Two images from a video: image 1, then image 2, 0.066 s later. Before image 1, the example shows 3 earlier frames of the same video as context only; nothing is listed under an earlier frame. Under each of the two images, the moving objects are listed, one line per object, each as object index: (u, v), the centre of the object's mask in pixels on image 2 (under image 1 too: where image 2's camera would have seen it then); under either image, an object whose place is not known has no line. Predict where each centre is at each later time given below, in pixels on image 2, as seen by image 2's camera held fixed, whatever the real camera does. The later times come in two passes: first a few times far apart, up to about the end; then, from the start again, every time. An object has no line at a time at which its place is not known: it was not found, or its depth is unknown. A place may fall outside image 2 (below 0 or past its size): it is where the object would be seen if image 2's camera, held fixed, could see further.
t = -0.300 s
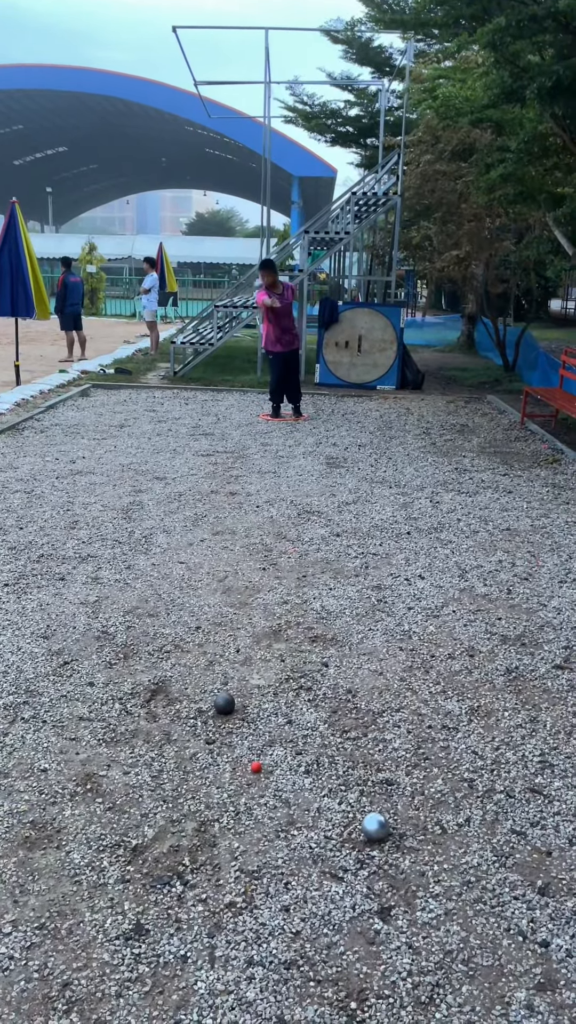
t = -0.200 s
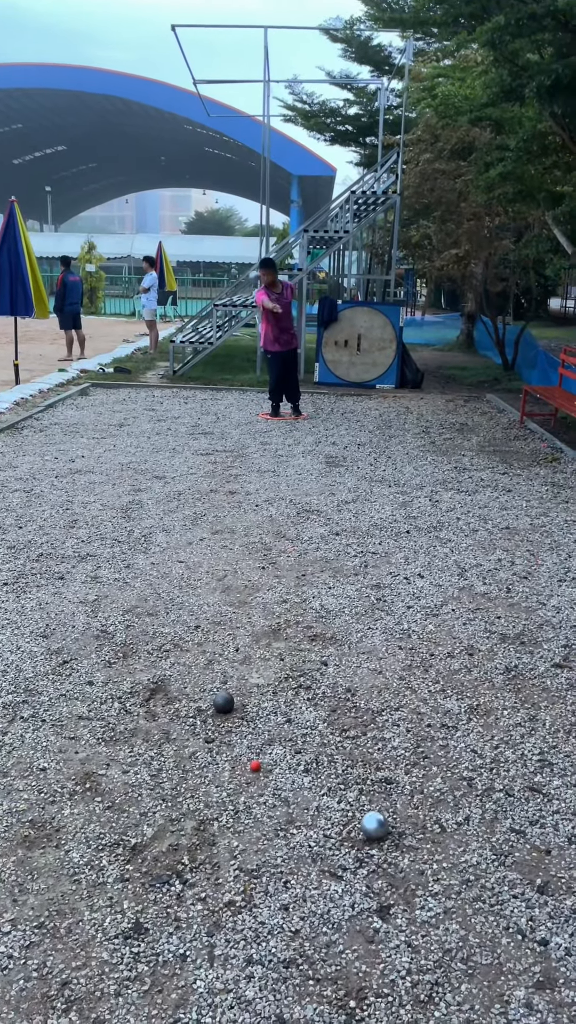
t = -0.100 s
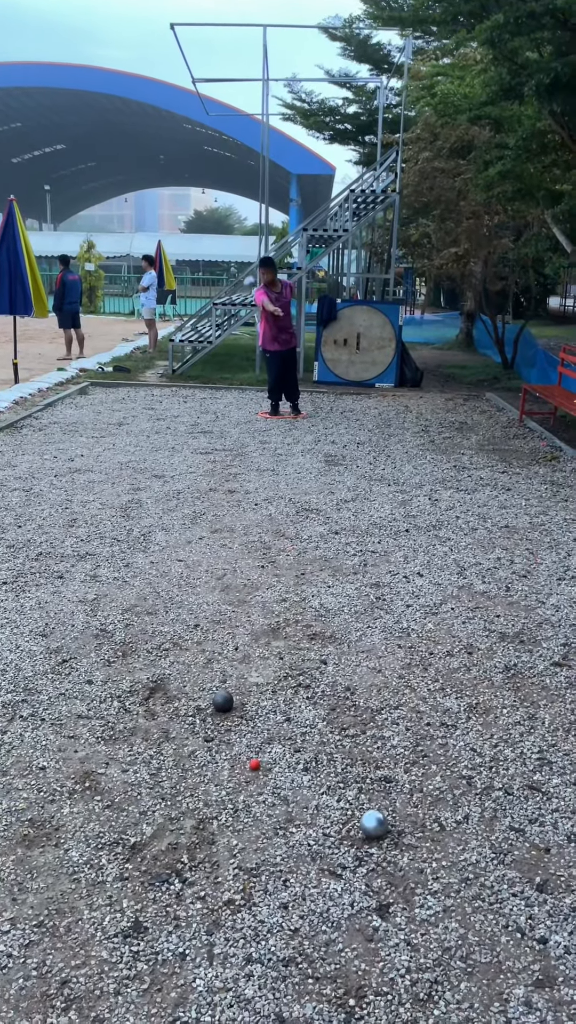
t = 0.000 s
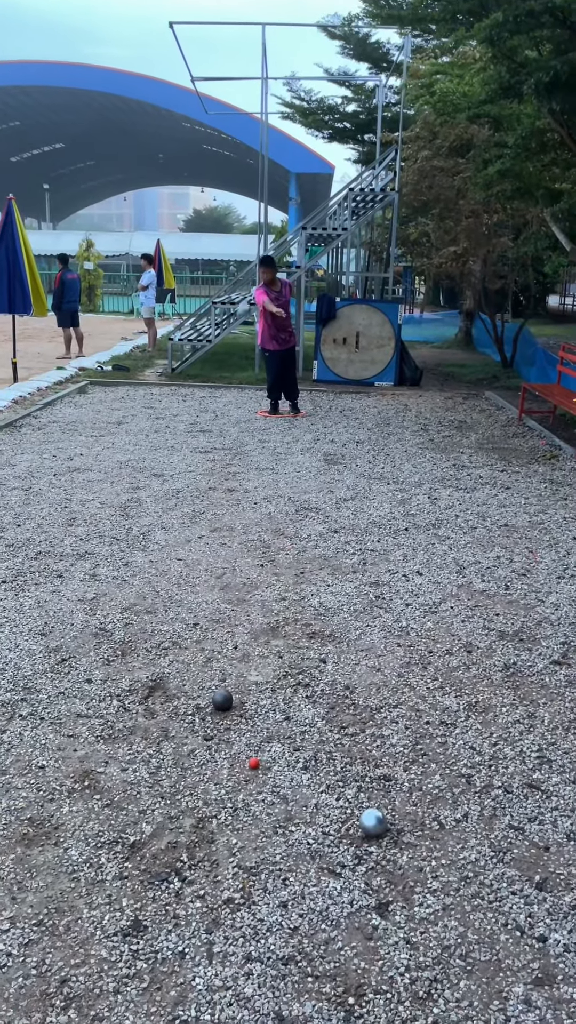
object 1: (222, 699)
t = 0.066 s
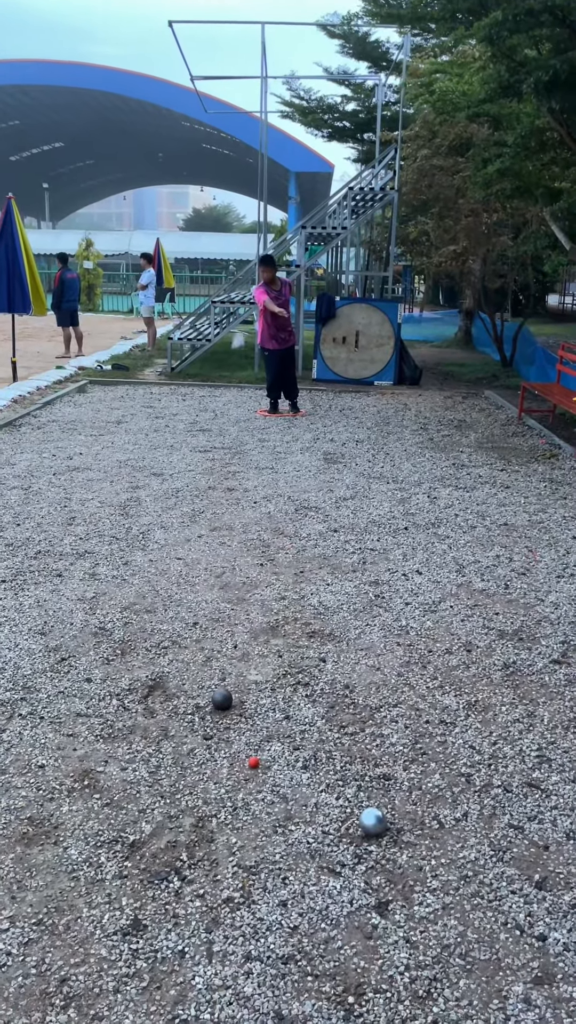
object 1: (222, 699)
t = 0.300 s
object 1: (222, 699)
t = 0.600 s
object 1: (298, 748)
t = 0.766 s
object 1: (346, 817)
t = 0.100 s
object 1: (222, 699)
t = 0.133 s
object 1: (222, 699)
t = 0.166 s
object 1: (222, 699)
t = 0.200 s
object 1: (222, 699)
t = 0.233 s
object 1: (222, 699)
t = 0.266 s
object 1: (222, 699)
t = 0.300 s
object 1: (222, 699)
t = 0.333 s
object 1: (222, 699)
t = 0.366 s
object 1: (230, 696)
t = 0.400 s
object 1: (240, 694)
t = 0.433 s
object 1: (249, 694)
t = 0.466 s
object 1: (258, 698)
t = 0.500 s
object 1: (268, 705)
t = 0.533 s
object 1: (278, 715)
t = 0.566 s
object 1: (287, 729)
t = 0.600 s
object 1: (298, 748)
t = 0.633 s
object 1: (310, 774)
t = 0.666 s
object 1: (321, 794)
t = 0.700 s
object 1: (330, 797)
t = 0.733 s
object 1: (341, 808)
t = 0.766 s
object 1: (346, 817)
